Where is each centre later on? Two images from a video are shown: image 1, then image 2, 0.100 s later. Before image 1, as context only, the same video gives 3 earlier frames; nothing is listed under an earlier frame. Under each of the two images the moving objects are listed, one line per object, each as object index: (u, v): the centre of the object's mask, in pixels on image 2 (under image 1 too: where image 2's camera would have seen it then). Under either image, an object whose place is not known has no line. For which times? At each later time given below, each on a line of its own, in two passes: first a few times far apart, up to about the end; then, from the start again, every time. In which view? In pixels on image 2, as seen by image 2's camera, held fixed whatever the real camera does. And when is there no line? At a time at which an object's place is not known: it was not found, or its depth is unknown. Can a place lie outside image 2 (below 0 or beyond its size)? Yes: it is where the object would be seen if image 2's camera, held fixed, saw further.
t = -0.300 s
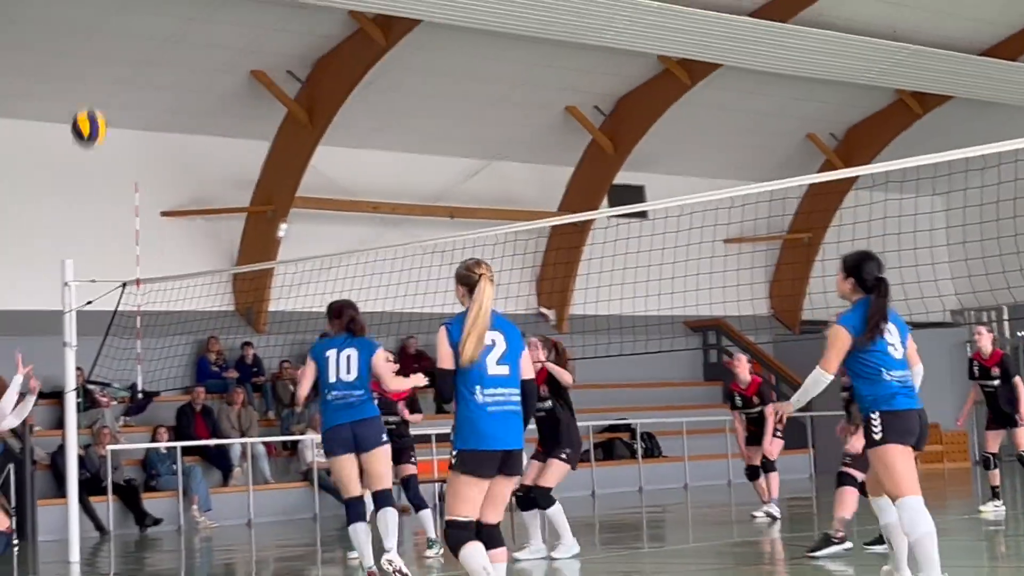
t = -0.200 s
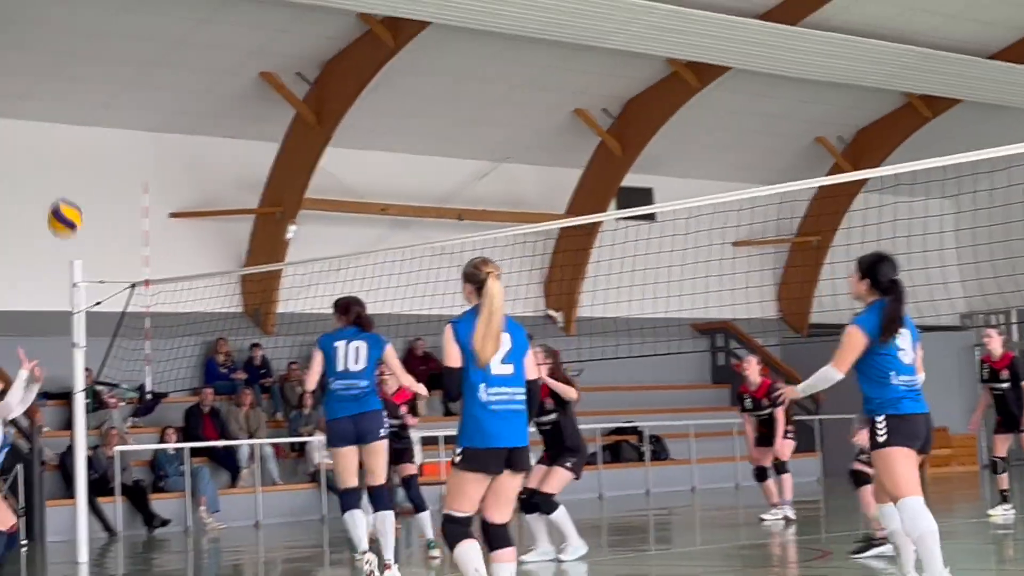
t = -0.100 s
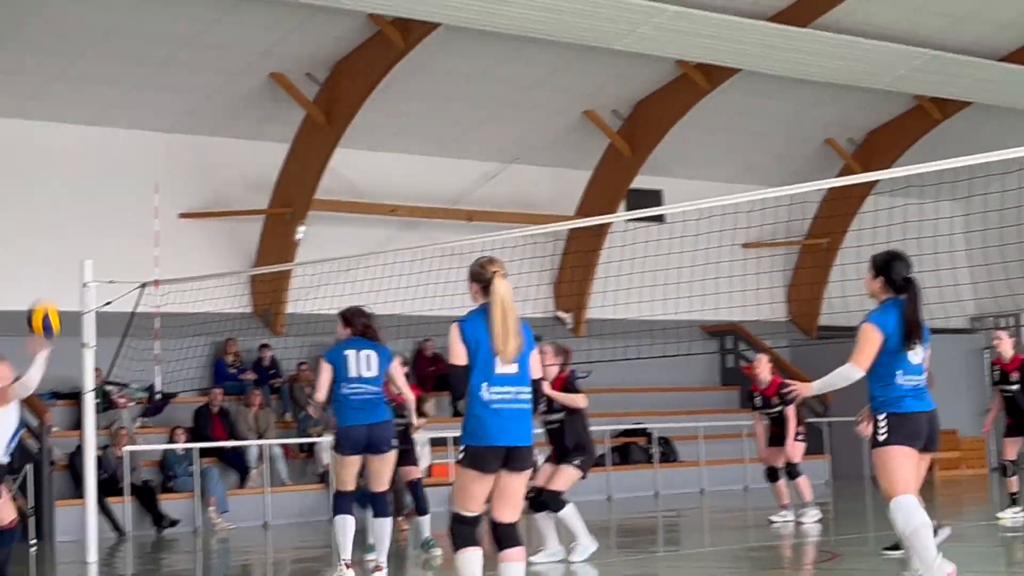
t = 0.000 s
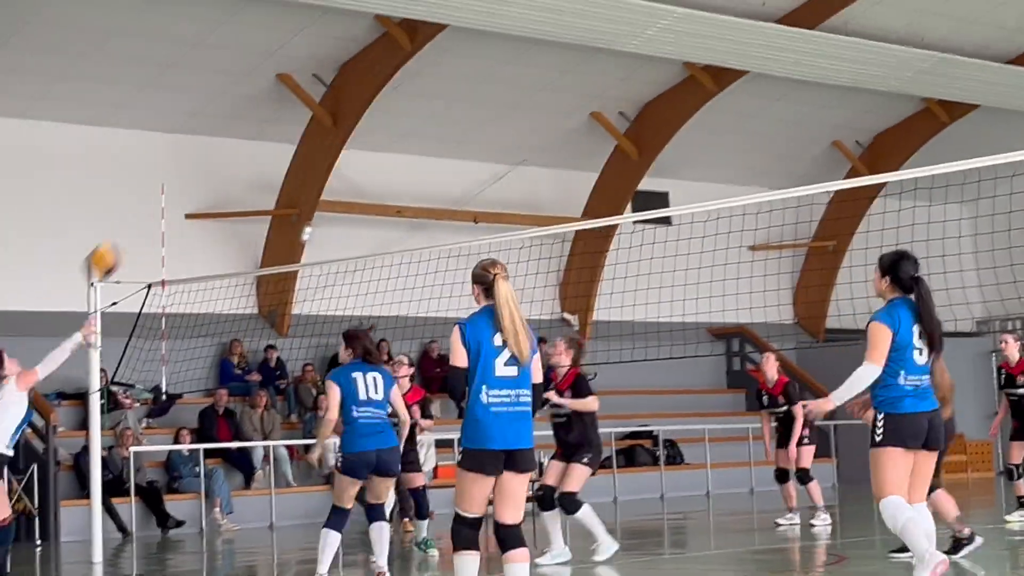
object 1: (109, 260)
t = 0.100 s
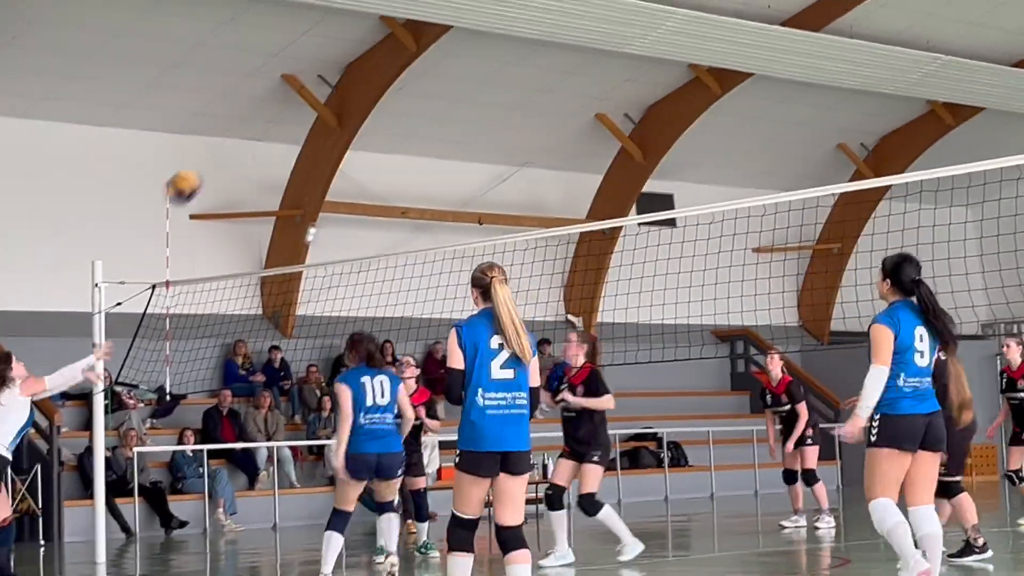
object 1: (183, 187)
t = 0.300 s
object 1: (319, 97)
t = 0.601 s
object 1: (492, 77)
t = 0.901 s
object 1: (649, 168)
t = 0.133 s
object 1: (207, 167)
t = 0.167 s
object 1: (231, 149)
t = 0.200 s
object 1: (254, 133)
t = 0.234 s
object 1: (277, 119)
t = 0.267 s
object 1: (298, 108)
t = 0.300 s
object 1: (319, 97)
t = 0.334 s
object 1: (341, 89)
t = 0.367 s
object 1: (361, 81)
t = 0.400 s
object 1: (382, 75)
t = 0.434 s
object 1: (400, 72)
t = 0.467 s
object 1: (419, 70)
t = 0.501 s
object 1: (436, 69)
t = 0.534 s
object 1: (455, 70)
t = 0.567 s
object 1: (473, 73)
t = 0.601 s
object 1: (492, 77)
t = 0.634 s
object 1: (511, 82)
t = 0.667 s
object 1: (529, 89)
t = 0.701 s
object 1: (547, 97)
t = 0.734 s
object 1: (564, 106)
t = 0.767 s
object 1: (582, 117)
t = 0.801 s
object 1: (599, 128)
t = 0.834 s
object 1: (616, 140)
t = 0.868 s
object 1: (634, 153)
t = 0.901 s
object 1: (649, 168)
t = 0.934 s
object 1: (663, 185)
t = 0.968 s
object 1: (678, 199)
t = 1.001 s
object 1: (695, 223)
